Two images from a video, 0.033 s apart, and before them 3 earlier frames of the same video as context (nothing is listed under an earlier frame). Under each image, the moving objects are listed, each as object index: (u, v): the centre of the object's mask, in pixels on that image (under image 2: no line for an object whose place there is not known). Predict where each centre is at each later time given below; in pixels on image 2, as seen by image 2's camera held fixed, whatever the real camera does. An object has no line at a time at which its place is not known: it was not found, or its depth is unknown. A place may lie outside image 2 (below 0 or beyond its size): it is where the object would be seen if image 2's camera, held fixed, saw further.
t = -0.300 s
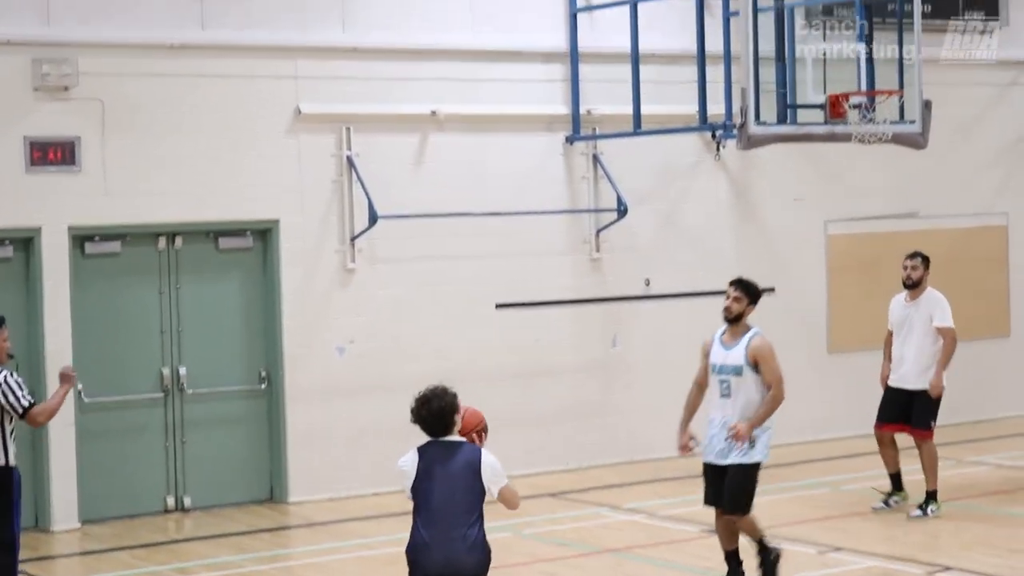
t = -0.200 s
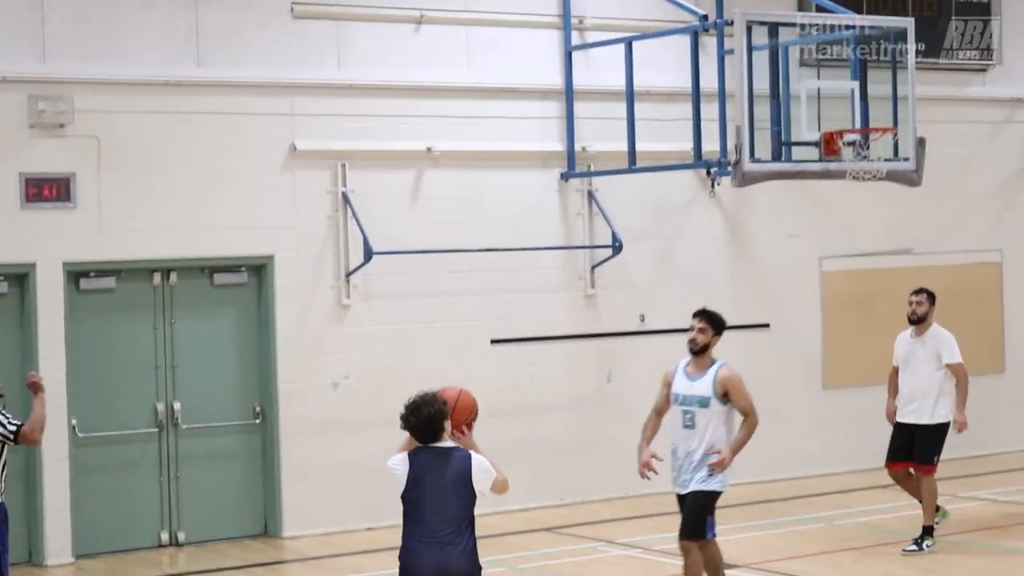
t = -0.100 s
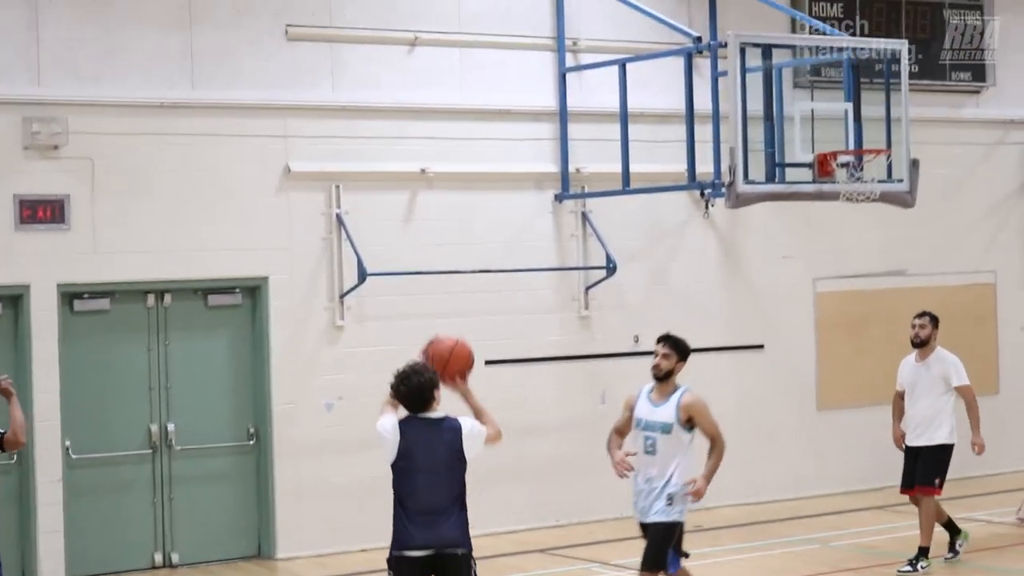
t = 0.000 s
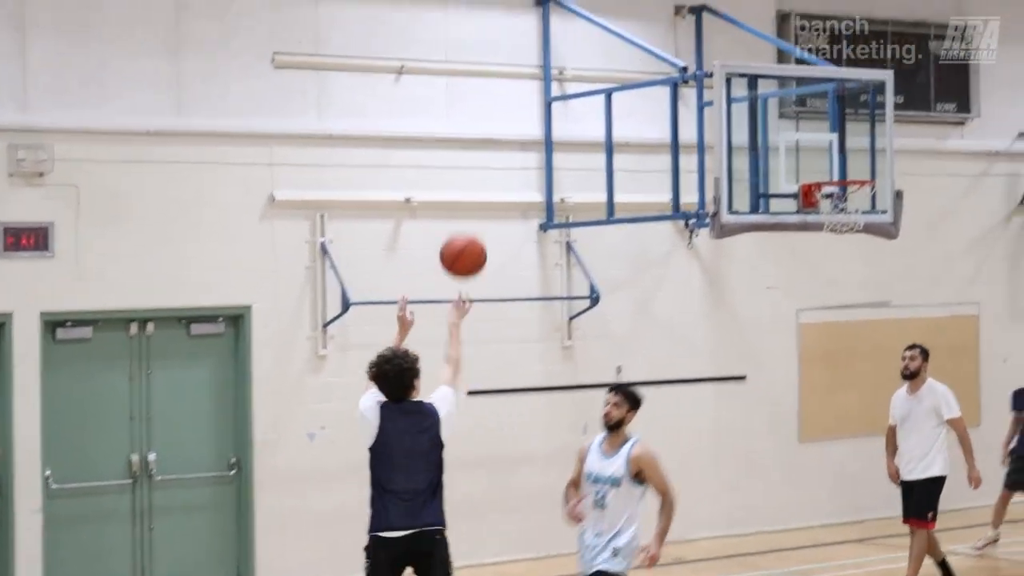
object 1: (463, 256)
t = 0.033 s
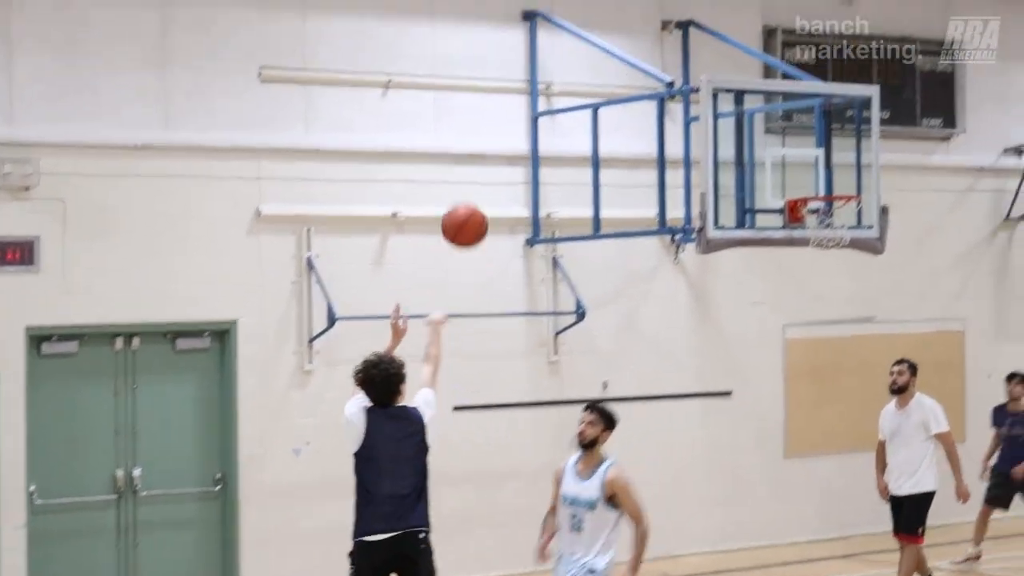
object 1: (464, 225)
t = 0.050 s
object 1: (472, 204)
